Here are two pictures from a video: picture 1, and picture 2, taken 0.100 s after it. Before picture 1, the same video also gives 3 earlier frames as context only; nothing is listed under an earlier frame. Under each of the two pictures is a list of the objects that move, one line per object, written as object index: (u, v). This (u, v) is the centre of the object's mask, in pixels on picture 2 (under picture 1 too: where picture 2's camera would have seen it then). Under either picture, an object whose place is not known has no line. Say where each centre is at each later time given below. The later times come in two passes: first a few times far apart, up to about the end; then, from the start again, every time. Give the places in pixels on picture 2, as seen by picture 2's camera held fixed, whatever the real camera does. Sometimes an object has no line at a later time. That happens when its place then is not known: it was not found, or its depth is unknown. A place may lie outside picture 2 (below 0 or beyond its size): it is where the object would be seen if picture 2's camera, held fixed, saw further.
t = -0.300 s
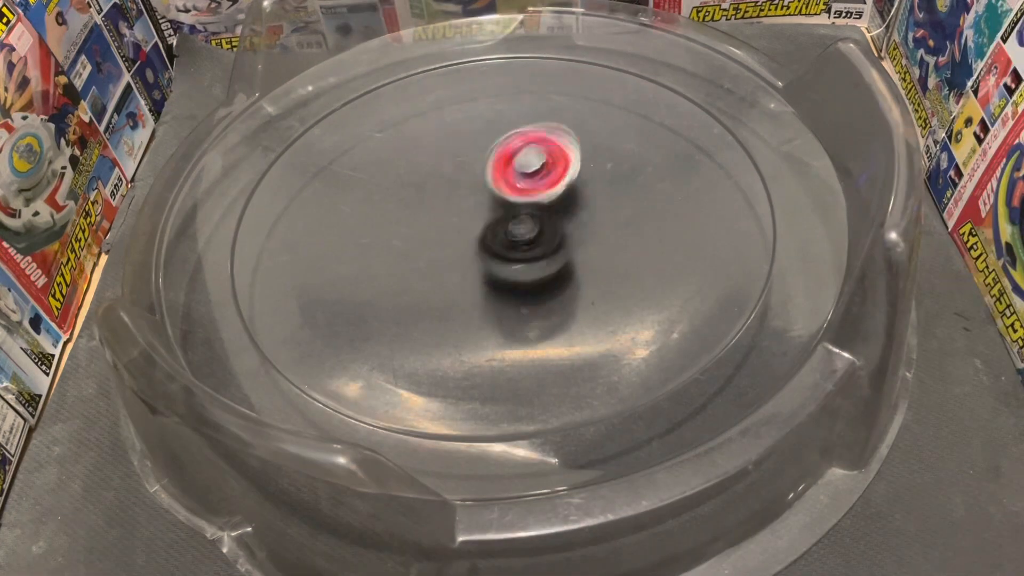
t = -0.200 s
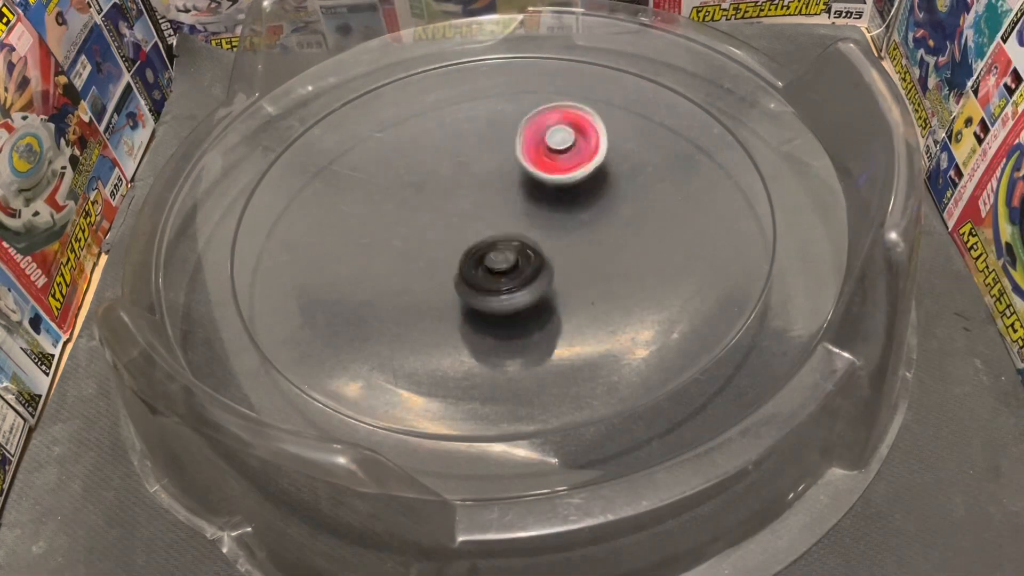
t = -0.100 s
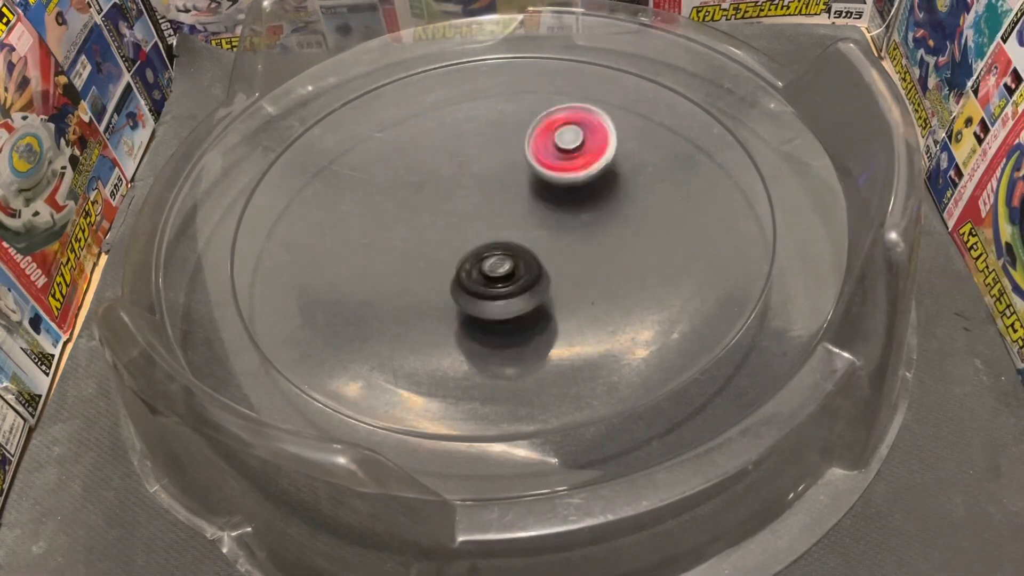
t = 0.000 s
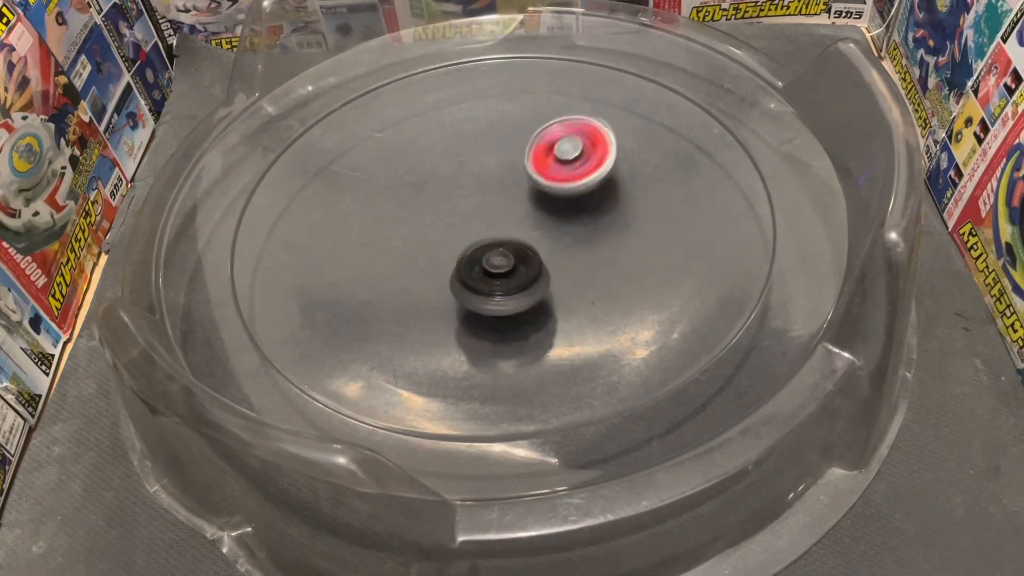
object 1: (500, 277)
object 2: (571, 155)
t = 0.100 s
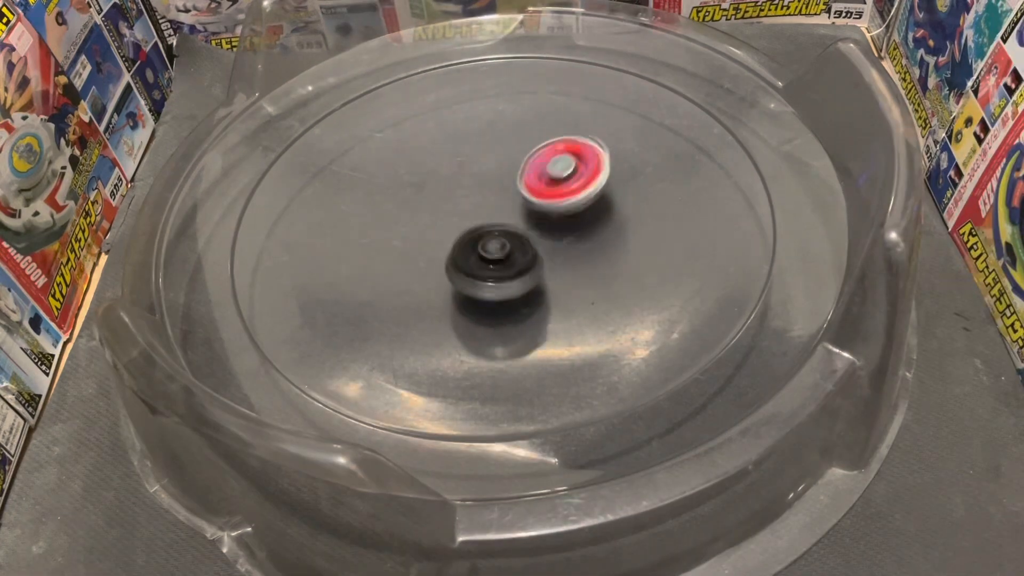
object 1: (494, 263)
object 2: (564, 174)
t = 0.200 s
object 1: (481, 249)
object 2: (556, 192)
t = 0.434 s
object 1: (417, 215)
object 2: (570, 222)
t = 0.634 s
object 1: (421, 200)
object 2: (550, 243)
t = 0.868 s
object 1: (485, 178)
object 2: (501, 245)
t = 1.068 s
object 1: (501, 148)
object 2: (468, 226)
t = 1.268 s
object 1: (503, 150)
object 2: (454, 205)
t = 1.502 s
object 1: (492, 150)
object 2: (458, 214)
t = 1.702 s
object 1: (489, 149)
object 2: (487, 219)
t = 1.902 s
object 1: (496, 151)
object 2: (519, 221)
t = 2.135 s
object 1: (491, 156)
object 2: (541, 221)
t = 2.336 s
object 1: (490, 154)
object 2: (531, 218)
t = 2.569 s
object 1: (496, 150)
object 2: (504, 219)
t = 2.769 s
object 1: (499, 151)
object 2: (483, 222)
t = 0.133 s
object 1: (491, 258)
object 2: (560, 181)
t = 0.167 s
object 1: (488, 254)
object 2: (557, 187)
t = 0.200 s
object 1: (481, 249)
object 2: (556, 192)
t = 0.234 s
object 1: (470, 249)
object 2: (558, 194)
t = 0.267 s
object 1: (464, 245)
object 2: (557, 198)
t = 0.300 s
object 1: (461, 240)
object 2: (554, 203)
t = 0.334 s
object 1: (459, 235)
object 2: (551, 209)
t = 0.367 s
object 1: (438, 227)
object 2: (564, 214)
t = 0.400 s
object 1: (425, 220)
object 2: (568, 217)
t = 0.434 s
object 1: (417, 215)
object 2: (570, 222)
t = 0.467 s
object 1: (416, 211)
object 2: (569, 226)
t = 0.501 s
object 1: (414, 209)
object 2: (567, 230)
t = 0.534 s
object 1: (415, 206)
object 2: (565, 234)
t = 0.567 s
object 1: (416, 205)
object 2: (560, 237)
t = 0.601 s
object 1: (417, 201)
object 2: (556, 240)
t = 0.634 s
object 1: (421, 200)
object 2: (550, 243)
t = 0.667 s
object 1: (427, 199)
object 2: (544, 245)
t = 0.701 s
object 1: (434, 198)
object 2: (538, 246)
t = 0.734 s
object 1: (443, 196)
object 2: (531, 247)
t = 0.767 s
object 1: (452, 195)
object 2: (523, 248)
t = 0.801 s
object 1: (462, 191)
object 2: (515, 248)
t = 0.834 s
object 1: (474, 185)
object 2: (508, 247)
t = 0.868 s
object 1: (485, 178)
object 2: (501, 245)
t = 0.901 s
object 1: (498, 174)
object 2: (494, 243)
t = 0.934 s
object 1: (502, 169)
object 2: (488, 240)
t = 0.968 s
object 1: (506, 158)
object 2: (482, 237)
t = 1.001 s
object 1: (504, 153)
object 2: (476, 234)
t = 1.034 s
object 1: (503, 150)
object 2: (472, 230)
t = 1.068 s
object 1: (501, 148)
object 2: (468, 226)
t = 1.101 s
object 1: (501, 148)
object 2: (465, 221)
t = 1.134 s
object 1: (500, 149)
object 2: (463, 216)
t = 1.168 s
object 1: (501, 150)
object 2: (461, 211)
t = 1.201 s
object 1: (502, 150)
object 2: (457, 210)
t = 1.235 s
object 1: (503, 150)
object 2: (455, 208)
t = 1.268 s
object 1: (503, 150)
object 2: (454, 205)
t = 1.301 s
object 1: (502, 150)
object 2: (453, 204)
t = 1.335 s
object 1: (501, 150)
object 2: (450, 206)
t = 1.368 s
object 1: (499, 152)
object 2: (449, 208)
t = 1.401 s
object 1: (498, 151)
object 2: (450, 209)
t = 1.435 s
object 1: (496, 151)
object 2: (452, 211)
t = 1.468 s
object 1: (494, 151)
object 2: (454, 213)
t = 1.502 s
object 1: (492, 150)
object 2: (458, 214)
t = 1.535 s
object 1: (490, 149)
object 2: (462, 215)
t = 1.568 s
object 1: (489, 149)
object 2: (467, 216)
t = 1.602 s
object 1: (488, 149)
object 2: (471, 217)
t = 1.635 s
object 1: (488, 149)
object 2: (476, 218)
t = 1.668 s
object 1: (488, 149)
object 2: (482, 219)
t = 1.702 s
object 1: (489, 149)
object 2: (487, 219)
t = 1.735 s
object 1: (491, 149)
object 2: (493, 220)
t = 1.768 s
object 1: (492, 150)
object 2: (498, 220)
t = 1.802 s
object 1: (493, 151)
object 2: (504, 221)
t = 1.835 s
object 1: (494, 151)
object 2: (509, 221)
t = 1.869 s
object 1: (495, 152)
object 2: (514, 222)
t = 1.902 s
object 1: (496, 151)
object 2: (519, 221)
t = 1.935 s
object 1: (496, 152)
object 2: (523, 222)
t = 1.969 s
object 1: (496, 153)
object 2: (527, 222)
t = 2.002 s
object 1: (495, 154)
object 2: (531, 222)
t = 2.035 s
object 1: (494, 155)
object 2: (534, 222)
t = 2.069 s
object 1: (493, 155)
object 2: (537, 222)
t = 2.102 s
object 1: (492, 155)
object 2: (539, 221)
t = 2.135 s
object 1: (491, 156)
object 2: (541, 221)
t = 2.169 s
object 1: (490, 156)
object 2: (541, 220)
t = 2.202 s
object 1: (489, 156)
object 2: (540, 219)
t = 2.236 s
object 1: (488, 156)
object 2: (540, 219)
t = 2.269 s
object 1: (488, 156)
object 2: (537, 218)
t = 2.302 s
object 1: (488, 155)
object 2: (533, 218)
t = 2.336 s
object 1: (490, 154)
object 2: (531, 218)
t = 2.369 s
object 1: (491, 153)
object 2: (527, 218)
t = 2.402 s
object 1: (491, 152)
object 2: (523, 218)
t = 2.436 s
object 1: (492, 152)
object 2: (520, 218)
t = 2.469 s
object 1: (494, 151)
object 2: (516, 218)
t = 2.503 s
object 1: (495, 150)
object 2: (512, 219)
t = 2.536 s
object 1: (495, 150)
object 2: (508, 219)
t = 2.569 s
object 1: (496, 150)
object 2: (504, 219)
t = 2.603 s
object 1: (497, 150)
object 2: (499, 220)
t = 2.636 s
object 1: (497, 150)
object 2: (495, 220)
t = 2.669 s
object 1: (498, 150)
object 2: (492, 220)
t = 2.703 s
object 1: (499, 150)
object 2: (488, 221)
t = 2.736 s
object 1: (499, 150)
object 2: (485, 221)
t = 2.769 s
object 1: (499, 151)
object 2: (483, 222)
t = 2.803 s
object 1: (498, 151)
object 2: (480, 222)
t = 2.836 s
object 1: (498, 151)
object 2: (477, 222)
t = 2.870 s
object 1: (499, 152)
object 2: (477, 222)
